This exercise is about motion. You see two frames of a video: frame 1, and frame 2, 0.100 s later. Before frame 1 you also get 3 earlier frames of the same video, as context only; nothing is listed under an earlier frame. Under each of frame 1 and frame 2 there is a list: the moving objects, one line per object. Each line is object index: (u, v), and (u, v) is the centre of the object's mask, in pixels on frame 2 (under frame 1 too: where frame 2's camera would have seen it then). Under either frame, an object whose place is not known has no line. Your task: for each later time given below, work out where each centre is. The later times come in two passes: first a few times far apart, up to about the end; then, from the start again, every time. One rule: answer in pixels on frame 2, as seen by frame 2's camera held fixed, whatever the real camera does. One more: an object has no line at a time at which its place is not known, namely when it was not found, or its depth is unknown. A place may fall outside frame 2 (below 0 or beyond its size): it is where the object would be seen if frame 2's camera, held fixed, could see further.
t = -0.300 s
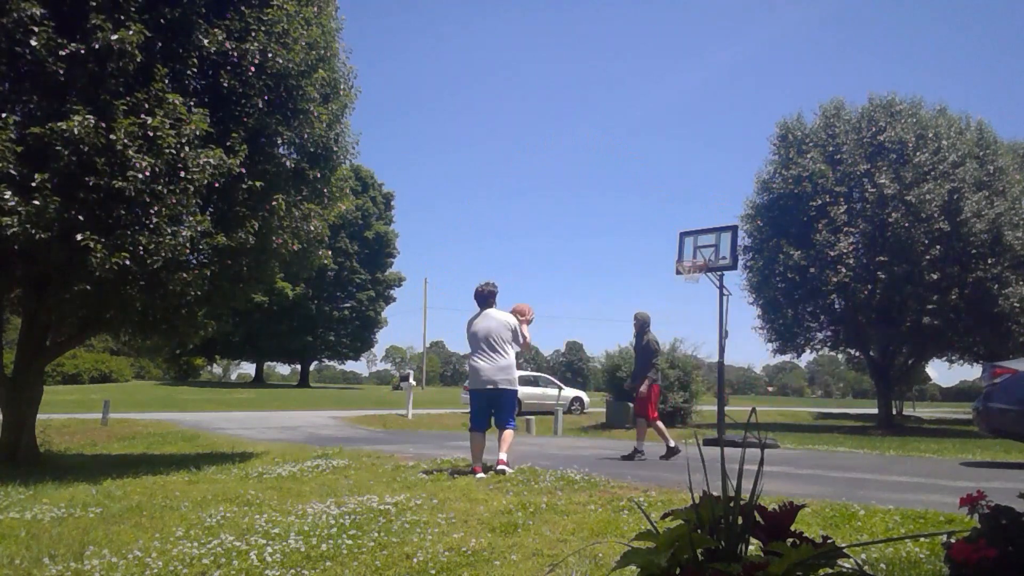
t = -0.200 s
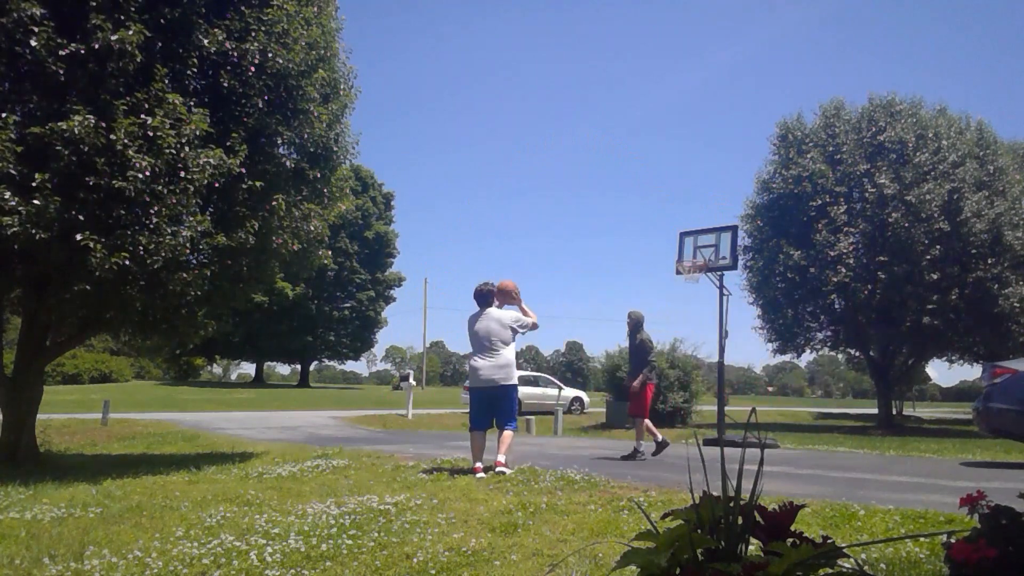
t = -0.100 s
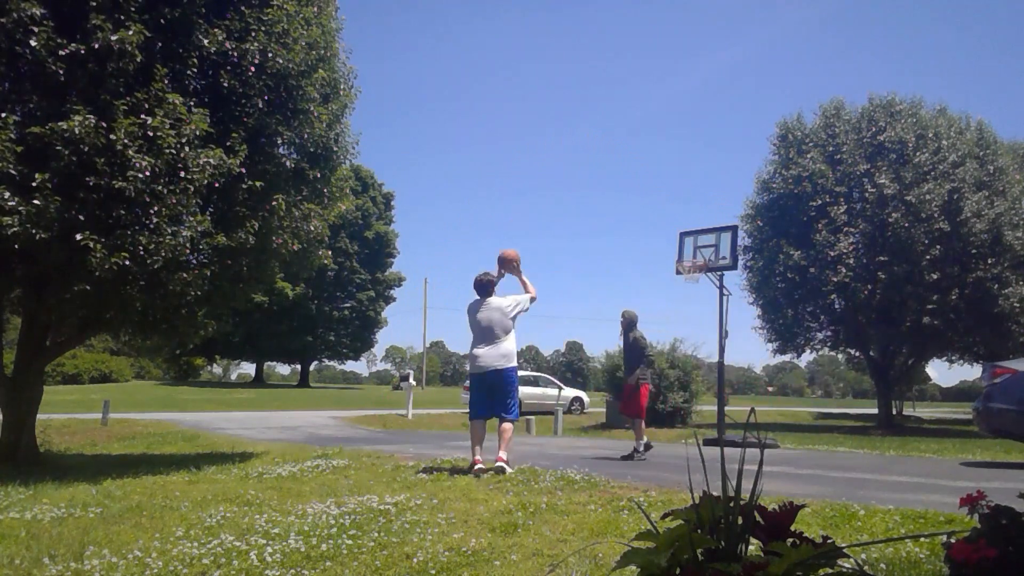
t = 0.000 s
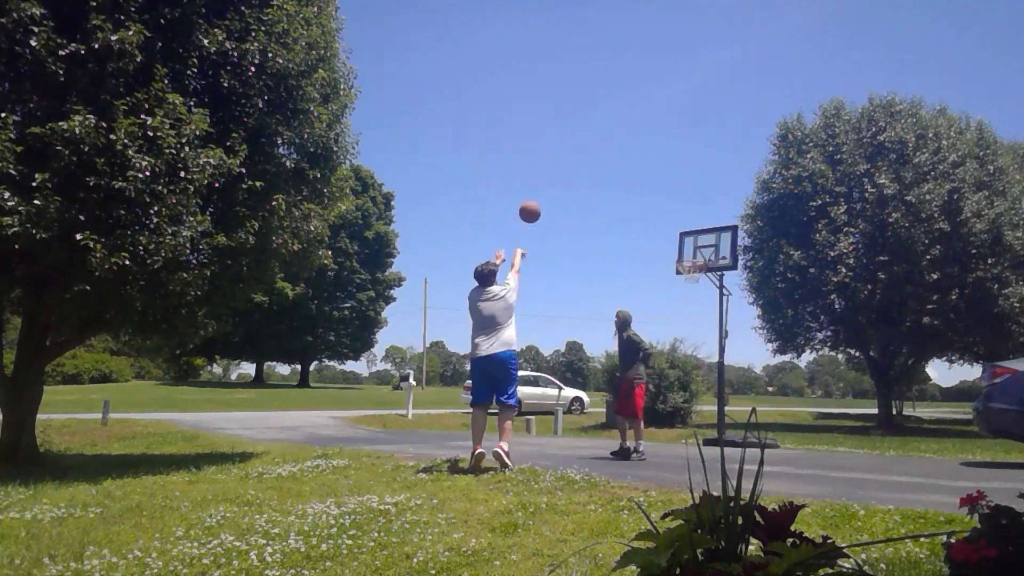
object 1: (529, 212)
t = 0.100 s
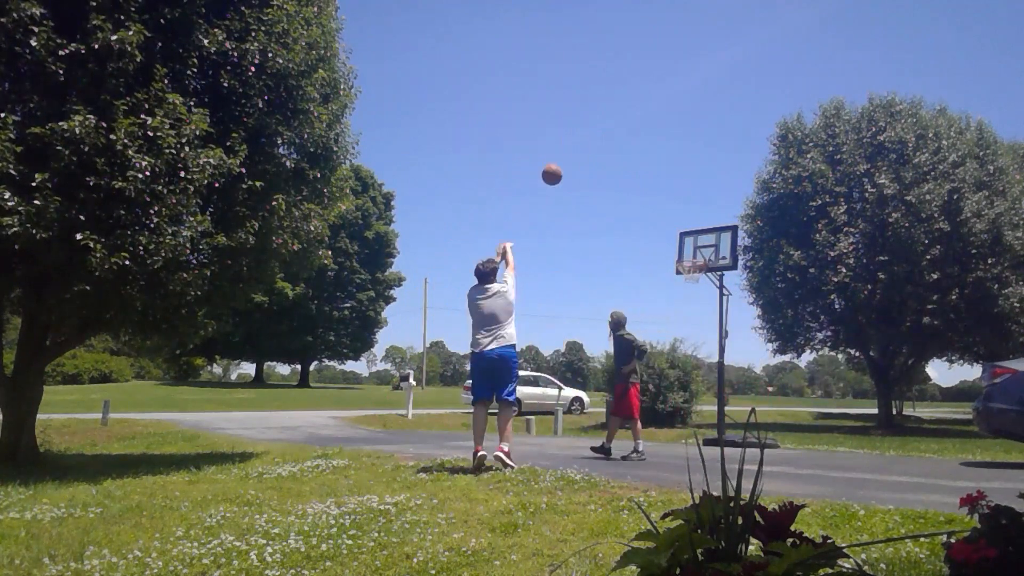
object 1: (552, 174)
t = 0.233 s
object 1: (578, 142)
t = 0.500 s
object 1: (621, 124)
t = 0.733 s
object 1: (653, 146)
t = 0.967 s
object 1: (681, 198)
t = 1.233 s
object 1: (687, 254)
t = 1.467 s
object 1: (638, 259)
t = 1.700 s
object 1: (594, 292)
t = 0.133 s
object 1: (558, 165)
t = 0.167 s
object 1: (565, 156)
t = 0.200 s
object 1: (572, 149)
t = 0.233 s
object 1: (578, 142)
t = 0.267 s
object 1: (584, 136)
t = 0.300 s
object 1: (590, 132)
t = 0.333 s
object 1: (595, 128)
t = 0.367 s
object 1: (601, 126)
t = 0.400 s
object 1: (606, 124)
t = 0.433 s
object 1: (611, 123)
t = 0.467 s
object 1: (616, 123)
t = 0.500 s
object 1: (621, 124)
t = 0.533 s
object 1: (626, 125)
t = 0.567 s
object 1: (631, 127)
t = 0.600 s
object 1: (635, 130)
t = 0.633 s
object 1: (640, 133)
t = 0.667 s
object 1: (644, 137)
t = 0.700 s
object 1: (649, 141)
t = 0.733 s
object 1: (653, 146)
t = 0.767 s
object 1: (657, 152)
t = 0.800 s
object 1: (661, 159)
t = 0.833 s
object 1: (665, 165)
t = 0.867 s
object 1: (669, 173)
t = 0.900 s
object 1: (673, 181)
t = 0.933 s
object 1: (677, 189)
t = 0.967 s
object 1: (681, 198)
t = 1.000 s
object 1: (684, 208)
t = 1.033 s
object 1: (688, 218)
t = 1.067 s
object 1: (692, 227)
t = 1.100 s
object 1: (696, 240)
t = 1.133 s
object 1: (699, 252)
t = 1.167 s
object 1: (700, 258)
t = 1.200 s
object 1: (693, 257)
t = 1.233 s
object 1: (687, 254)
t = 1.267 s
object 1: (679, 254)
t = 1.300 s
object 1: (671, 253)
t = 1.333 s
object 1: (665, 253)
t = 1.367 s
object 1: (658, 253)
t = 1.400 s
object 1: (651, 254)
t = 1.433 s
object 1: (645, 256)
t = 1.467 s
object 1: (638, 259)
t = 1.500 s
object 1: (631, 262)
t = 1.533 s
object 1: (625, 265)
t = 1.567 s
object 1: (619, 269)
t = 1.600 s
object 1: (612, 274)
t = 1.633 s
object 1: (606, 280)
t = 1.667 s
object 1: (600, 286)
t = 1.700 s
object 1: (594, 292)
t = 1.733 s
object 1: (588, 299)
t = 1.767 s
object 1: (582, 307)
